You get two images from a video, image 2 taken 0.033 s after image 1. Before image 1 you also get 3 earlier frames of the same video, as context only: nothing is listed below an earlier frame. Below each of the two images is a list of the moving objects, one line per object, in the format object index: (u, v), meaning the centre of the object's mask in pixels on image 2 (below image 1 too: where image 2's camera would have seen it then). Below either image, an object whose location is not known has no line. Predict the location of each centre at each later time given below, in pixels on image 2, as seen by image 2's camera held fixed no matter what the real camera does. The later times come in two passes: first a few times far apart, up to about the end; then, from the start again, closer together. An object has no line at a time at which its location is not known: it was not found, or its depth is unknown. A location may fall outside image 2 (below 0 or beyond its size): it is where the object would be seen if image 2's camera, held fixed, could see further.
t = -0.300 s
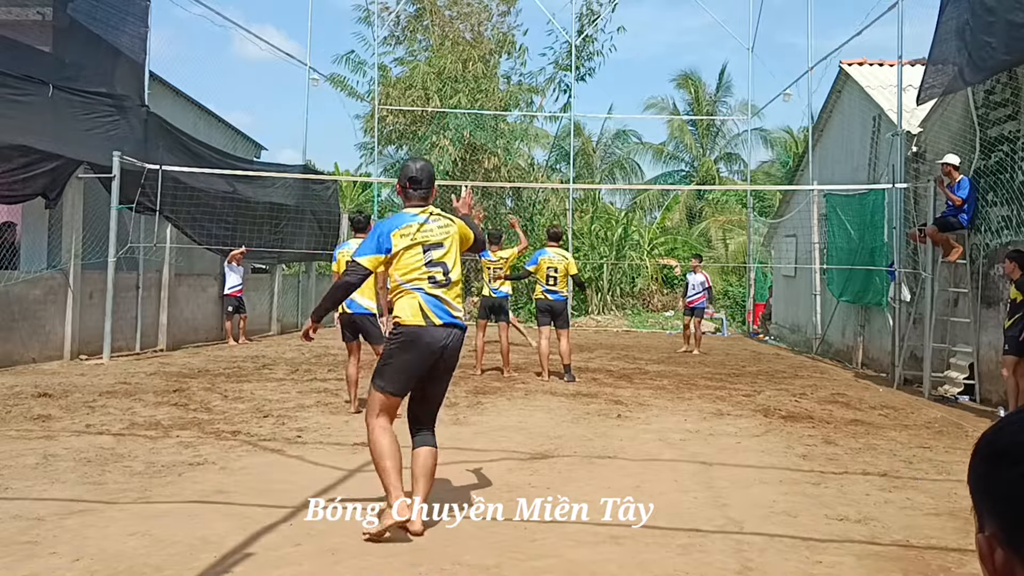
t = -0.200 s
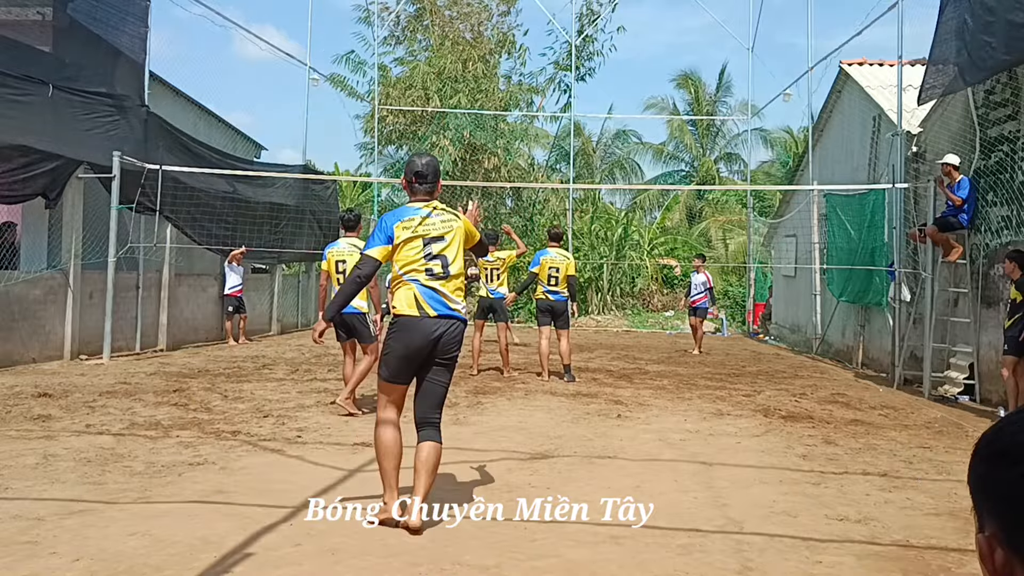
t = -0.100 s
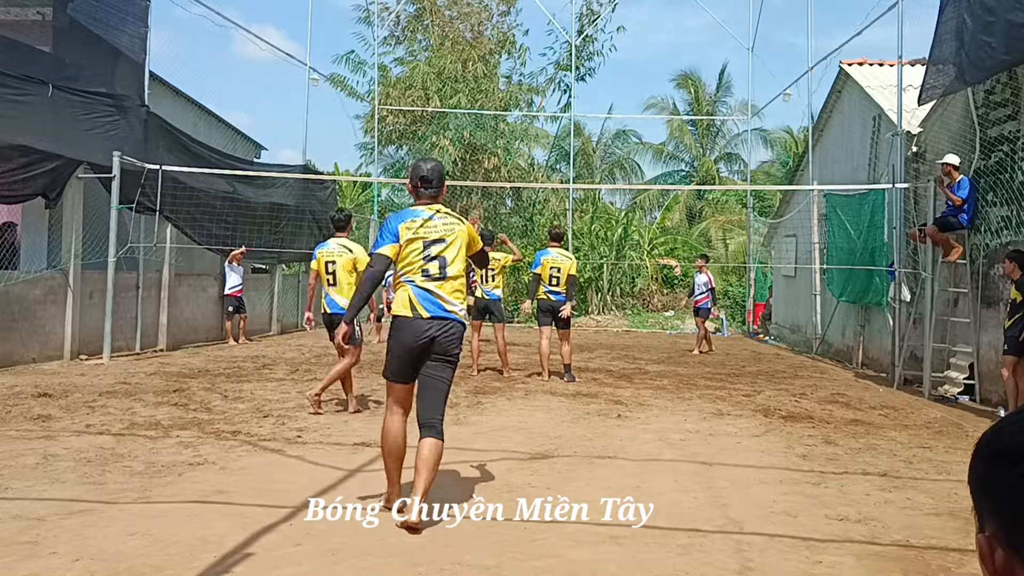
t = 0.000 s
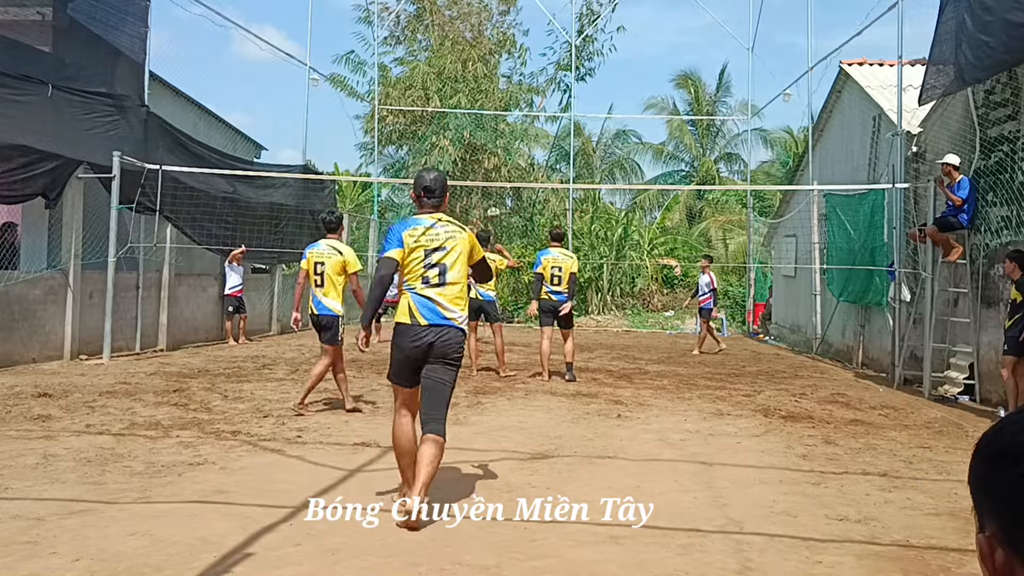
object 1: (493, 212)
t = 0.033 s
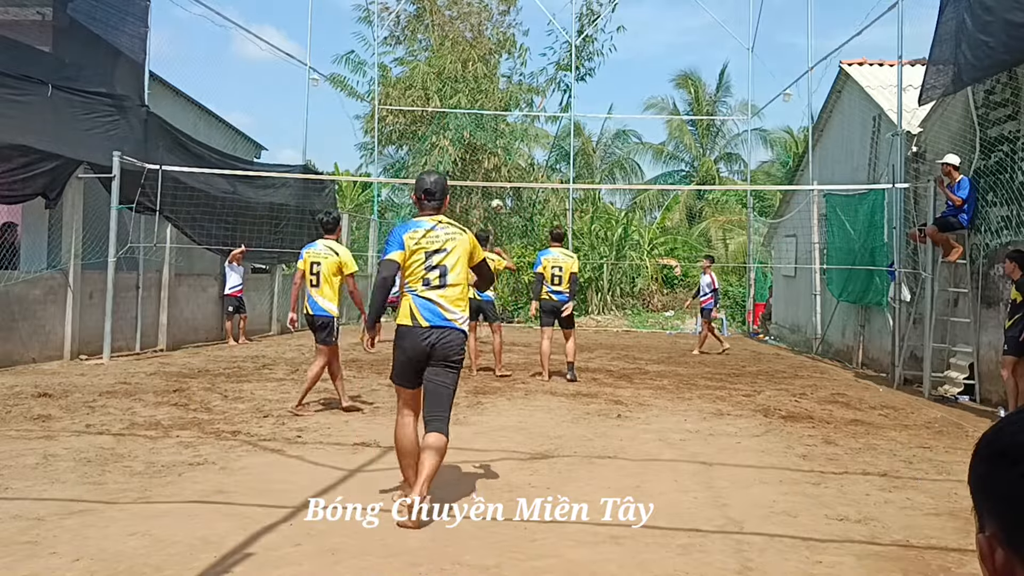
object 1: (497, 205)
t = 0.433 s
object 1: (544, 151)
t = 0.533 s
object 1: (556, 153)
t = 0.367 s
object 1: (537, 154)
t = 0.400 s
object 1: (541, 153)
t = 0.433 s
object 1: (544, 151)
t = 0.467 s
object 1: (548, 151)
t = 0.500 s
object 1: (552, 151)
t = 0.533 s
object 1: (556, 153)
